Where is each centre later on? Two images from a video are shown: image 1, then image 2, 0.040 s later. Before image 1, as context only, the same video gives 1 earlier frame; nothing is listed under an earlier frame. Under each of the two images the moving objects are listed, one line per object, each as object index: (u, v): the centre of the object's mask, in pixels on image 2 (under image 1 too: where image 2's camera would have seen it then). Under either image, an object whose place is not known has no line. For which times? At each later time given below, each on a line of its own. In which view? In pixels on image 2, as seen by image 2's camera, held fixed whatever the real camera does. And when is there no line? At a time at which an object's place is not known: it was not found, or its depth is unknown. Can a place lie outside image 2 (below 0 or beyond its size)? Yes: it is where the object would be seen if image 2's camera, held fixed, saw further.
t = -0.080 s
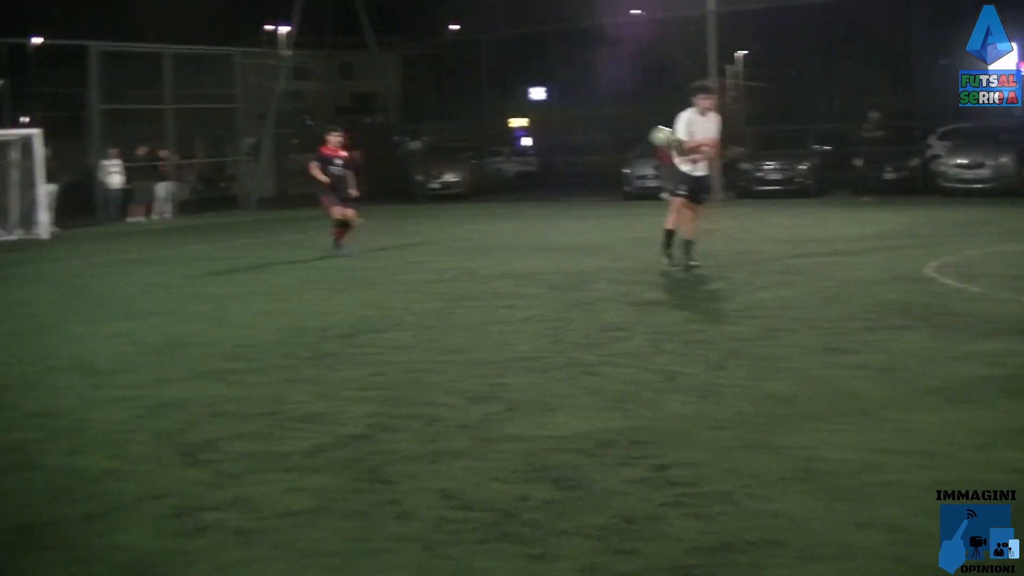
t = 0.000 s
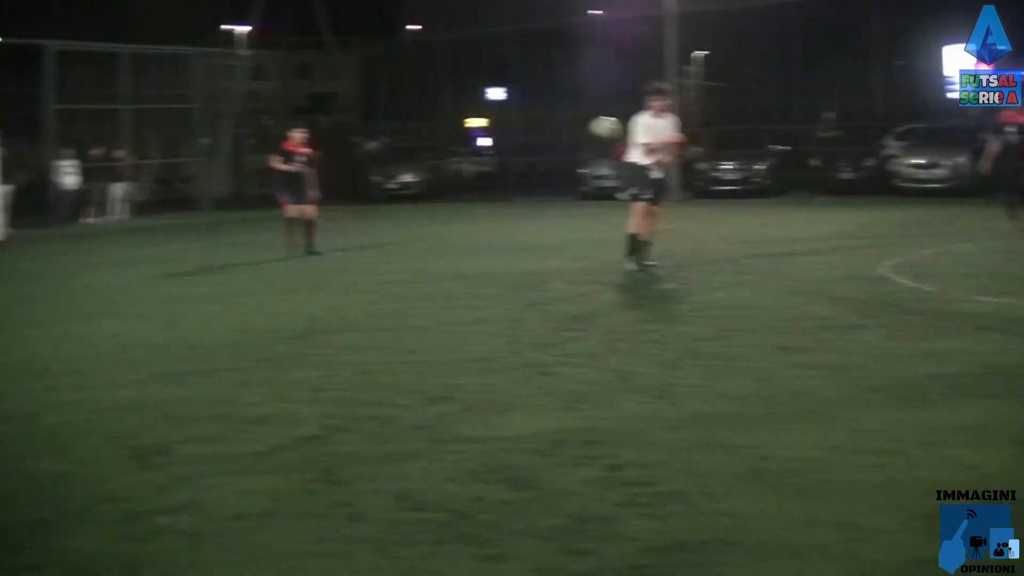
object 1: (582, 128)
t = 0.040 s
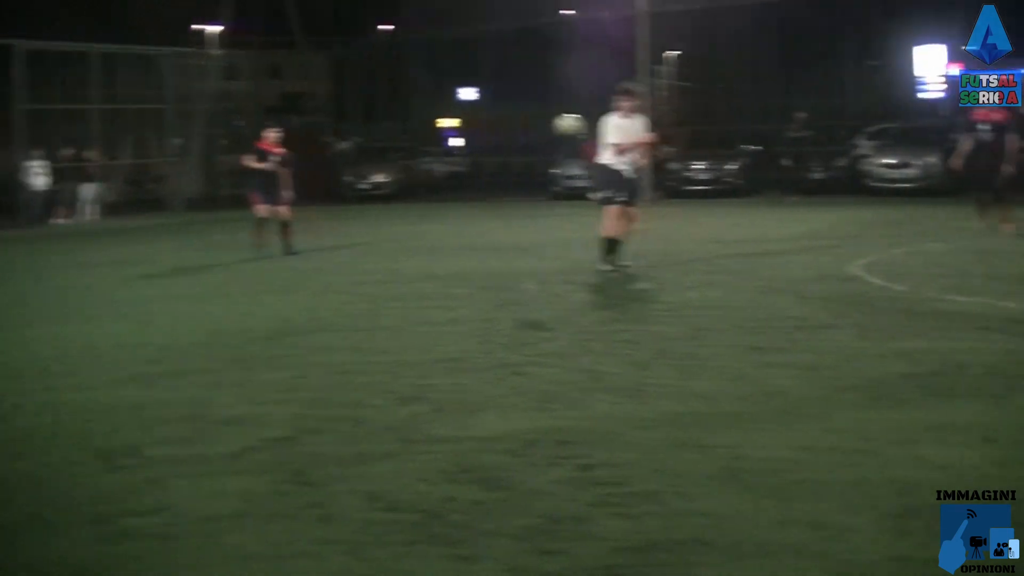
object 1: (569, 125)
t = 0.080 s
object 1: (557, 124)
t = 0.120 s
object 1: (544, 125)
